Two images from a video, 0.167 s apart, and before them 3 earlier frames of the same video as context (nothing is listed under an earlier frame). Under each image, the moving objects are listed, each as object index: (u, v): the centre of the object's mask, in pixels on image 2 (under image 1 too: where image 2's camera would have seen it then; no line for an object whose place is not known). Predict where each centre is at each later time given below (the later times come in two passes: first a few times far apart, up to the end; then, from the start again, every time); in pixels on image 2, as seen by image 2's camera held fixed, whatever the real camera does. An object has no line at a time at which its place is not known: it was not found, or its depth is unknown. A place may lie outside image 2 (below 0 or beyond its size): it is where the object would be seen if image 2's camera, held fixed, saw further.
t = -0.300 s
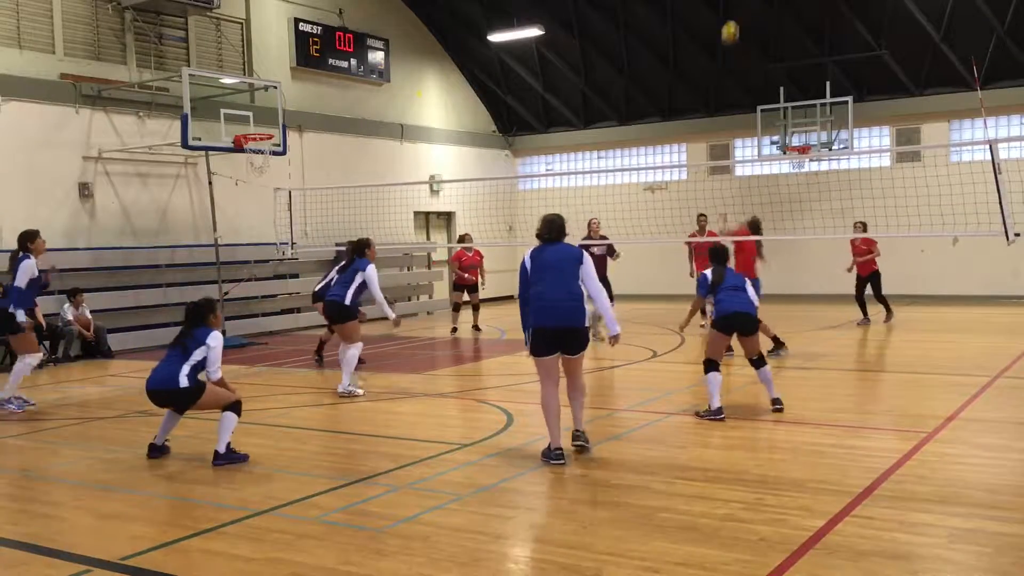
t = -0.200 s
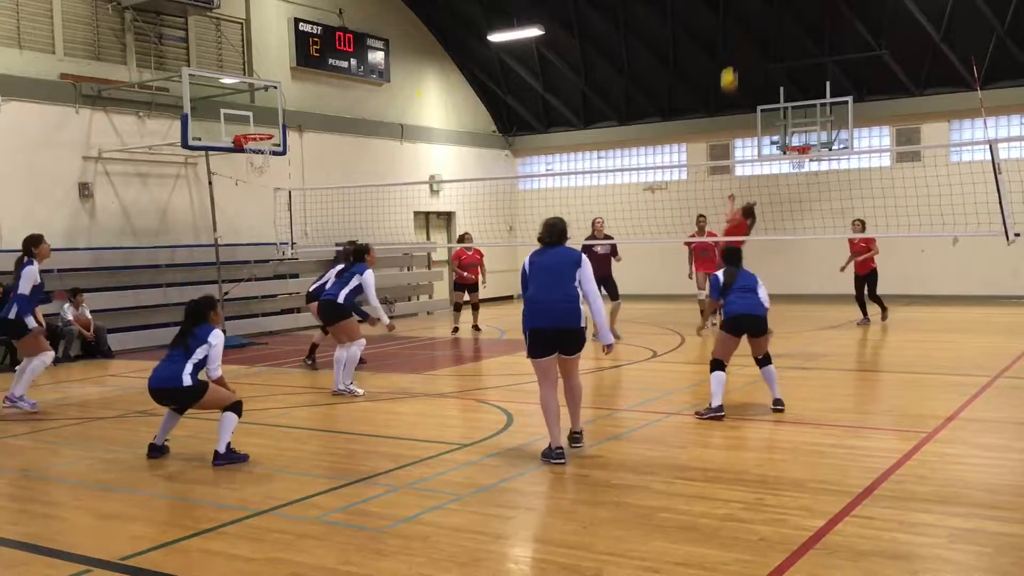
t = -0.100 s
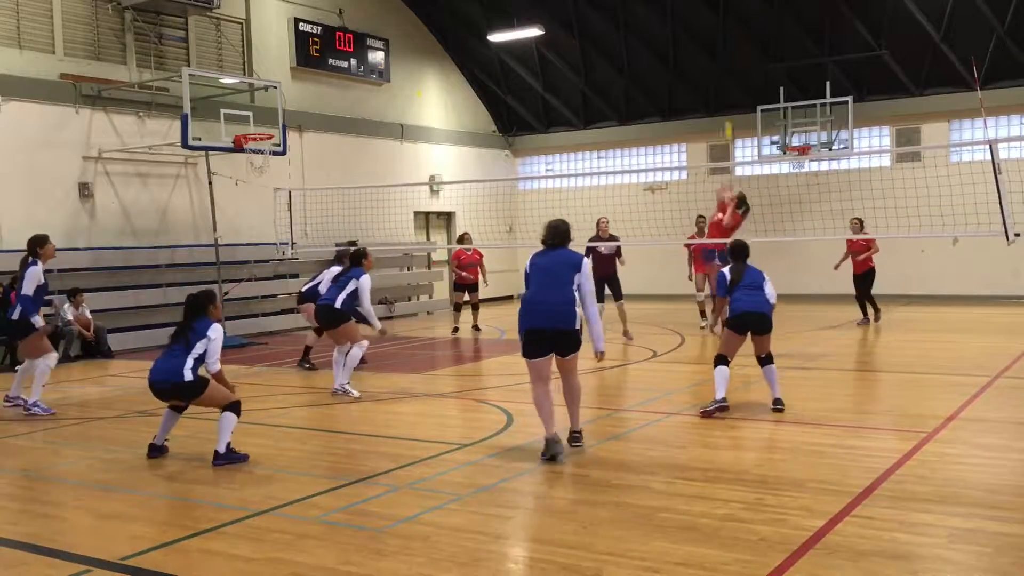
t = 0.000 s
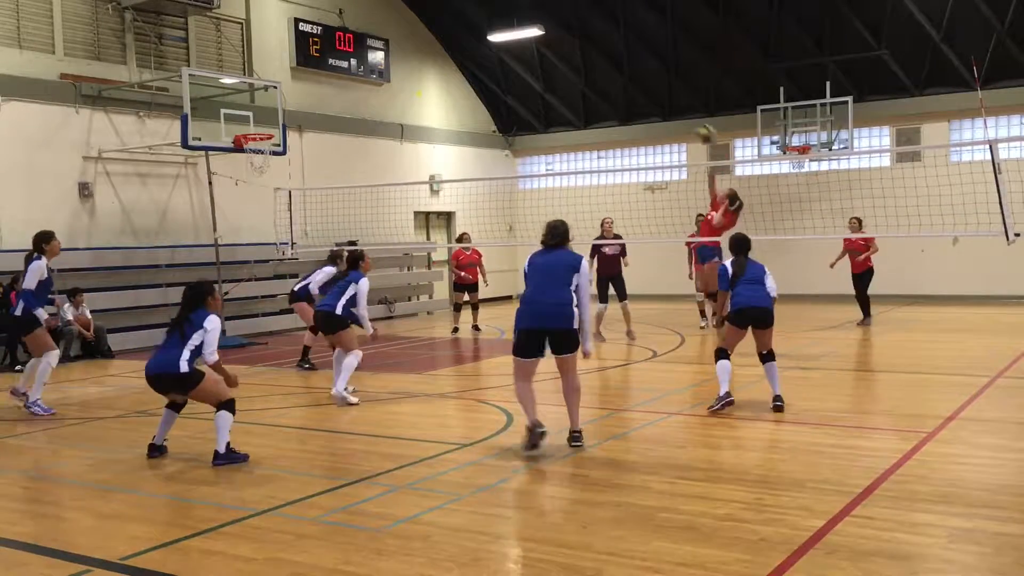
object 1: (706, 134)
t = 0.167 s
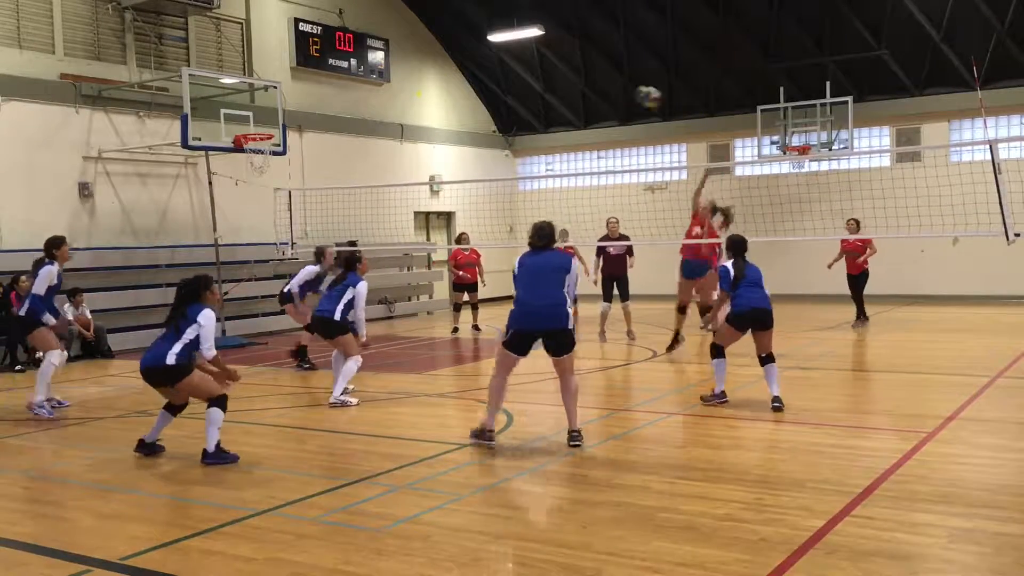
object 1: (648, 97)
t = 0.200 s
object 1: (636, 91)
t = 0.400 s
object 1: (548, 83)
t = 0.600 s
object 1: (437, 126)
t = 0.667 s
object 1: (397, 152)
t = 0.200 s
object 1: (636, 91)
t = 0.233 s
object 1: (622, 87)
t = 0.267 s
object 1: (608, 84)
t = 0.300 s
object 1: (595, 82)
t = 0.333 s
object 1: (580, 81)
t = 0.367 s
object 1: (564, 80)
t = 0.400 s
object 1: (548, 83)
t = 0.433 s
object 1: (531, 86)
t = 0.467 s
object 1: (514, 90)
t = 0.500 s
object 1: (497, 96)
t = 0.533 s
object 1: (481, 101)
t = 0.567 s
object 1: (458, 115)
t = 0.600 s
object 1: (437, 126)
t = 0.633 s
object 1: (418, 138)
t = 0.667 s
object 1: (397, 152)
